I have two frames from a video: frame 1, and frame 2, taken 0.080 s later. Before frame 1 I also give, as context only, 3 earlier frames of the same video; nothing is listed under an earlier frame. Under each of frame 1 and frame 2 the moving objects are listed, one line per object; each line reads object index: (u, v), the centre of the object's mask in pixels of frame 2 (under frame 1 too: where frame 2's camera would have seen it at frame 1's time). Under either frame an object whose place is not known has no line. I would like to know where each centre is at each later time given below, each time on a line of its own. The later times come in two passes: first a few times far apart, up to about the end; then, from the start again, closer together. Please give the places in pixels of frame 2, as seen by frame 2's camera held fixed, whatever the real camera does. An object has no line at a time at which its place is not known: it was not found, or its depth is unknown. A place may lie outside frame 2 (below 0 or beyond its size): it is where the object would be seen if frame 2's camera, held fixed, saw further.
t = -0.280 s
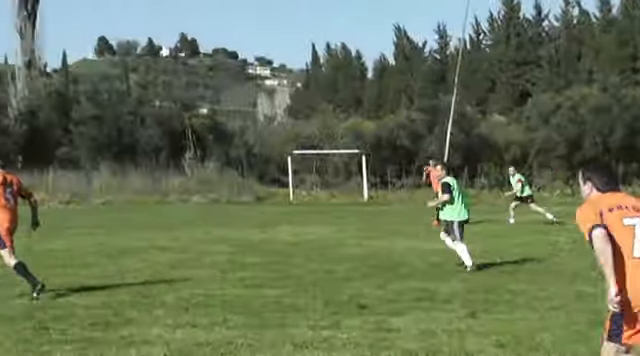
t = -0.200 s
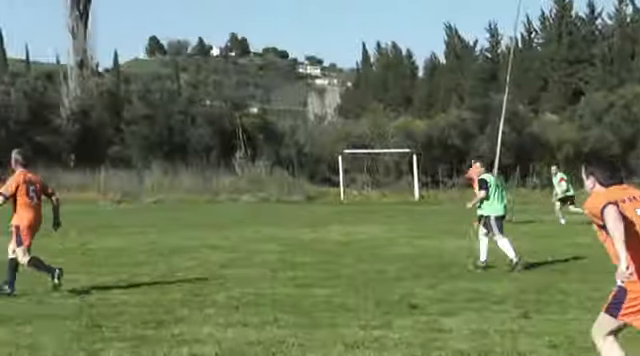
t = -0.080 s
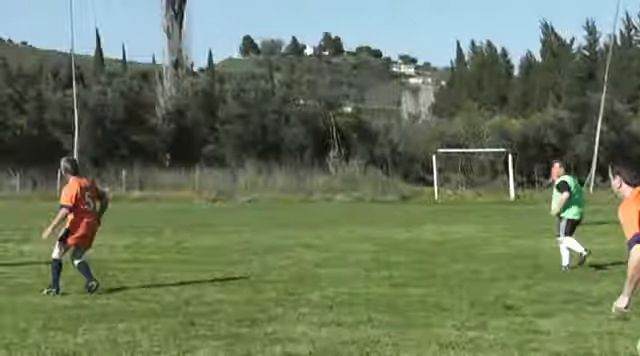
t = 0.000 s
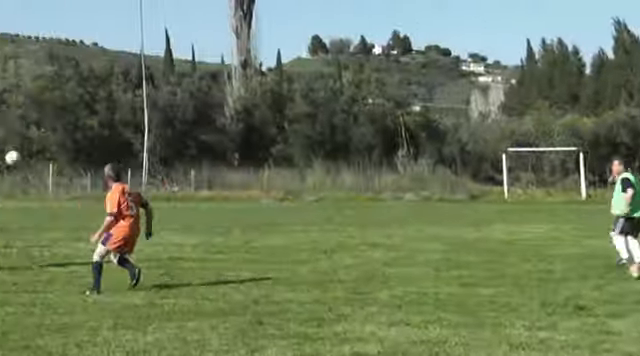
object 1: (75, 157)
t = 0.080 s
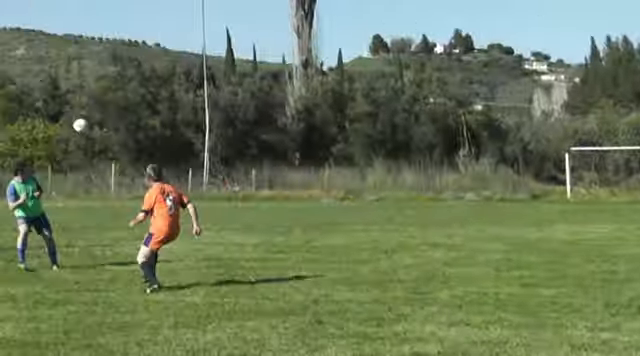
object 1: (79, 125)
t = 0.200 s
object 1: (84, 86)
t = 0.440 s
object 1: (94, 43)
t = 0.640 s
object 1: (103, 39)
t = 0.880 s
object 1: (114, 62)
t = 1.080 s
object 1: (121, 102)
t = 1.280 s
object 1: (128, 160)
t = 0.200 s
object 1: (84, 86)
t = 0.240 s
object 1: (86, 76)
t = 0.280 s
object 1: (87, 68)
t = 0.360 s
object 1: (91, 53)
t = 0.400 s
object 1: (93, 48)
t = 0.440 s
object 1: (94, 43)
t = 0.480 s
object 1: (96, 41)
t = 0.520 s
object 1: (98, 39)
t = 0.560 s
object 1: (99, 38)
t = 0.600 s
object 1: (101, 38)
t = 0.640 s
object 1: (103, 39)
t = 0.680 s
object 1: (105, 40)
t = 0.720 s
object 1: (107, 41)
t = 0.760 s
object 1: (108, 46)
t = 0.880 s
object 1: (114, 62)
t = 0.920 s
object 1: (116, 68)
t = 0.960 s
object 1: (117, 76)
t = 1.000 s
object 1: (119, 84)
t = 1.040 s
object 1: (120, 93)
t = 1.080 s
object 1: (121, 102)
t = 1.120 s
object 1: (123, 113)
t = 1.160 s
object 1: (124, 124)
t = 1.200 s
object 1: (125, 136)
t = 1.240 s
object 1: (127, 148)
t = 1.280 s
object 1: (128, 160)
